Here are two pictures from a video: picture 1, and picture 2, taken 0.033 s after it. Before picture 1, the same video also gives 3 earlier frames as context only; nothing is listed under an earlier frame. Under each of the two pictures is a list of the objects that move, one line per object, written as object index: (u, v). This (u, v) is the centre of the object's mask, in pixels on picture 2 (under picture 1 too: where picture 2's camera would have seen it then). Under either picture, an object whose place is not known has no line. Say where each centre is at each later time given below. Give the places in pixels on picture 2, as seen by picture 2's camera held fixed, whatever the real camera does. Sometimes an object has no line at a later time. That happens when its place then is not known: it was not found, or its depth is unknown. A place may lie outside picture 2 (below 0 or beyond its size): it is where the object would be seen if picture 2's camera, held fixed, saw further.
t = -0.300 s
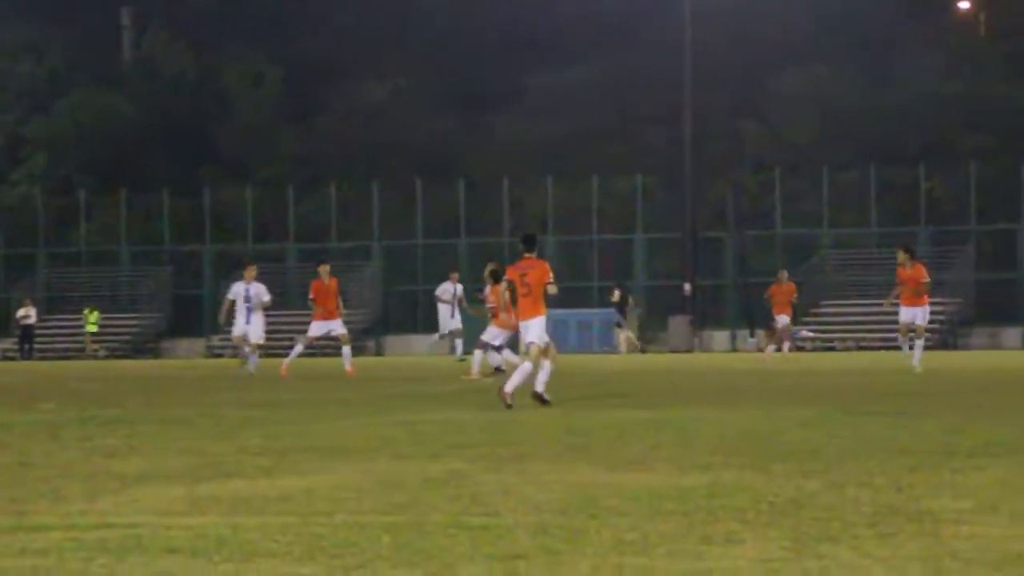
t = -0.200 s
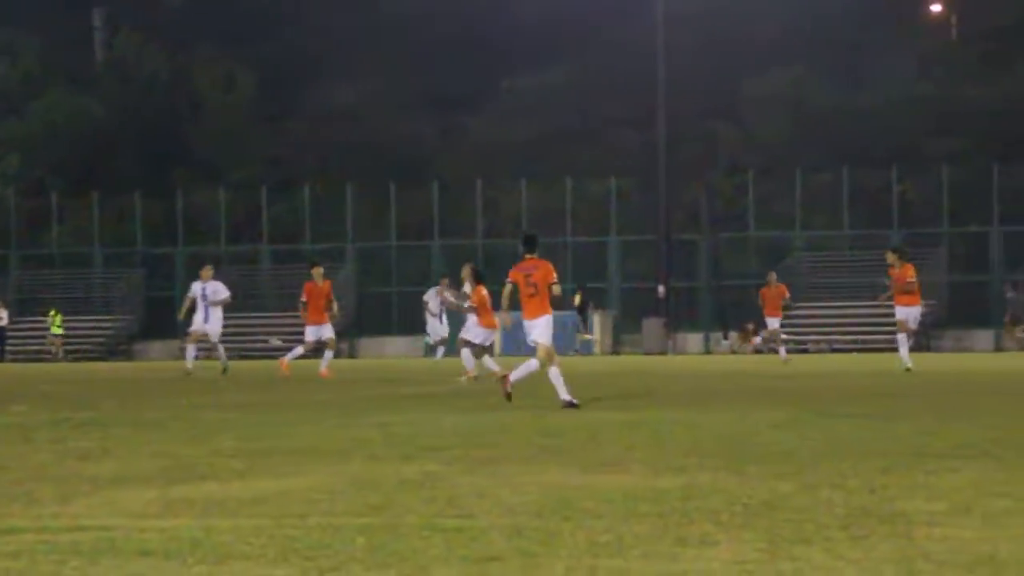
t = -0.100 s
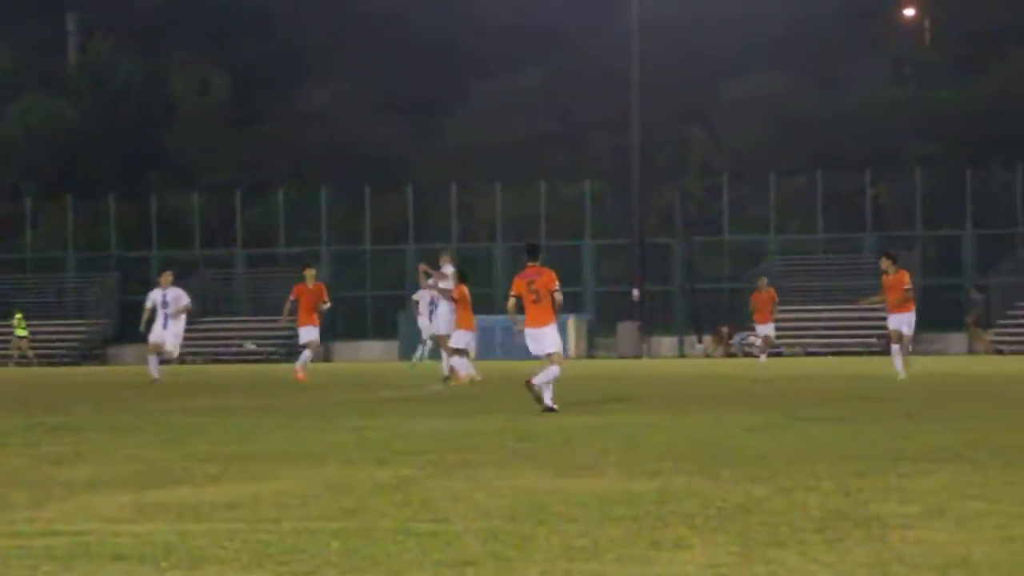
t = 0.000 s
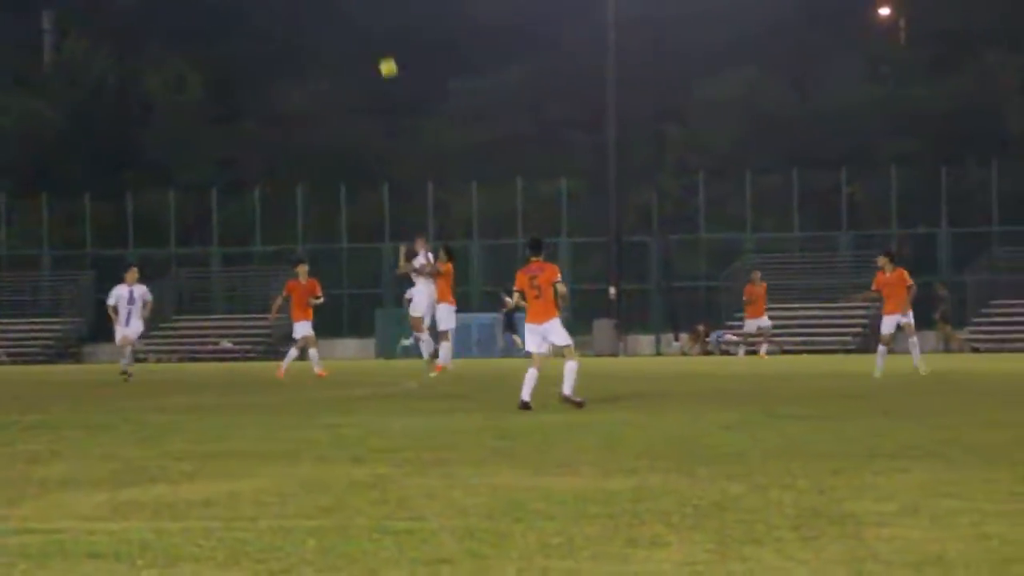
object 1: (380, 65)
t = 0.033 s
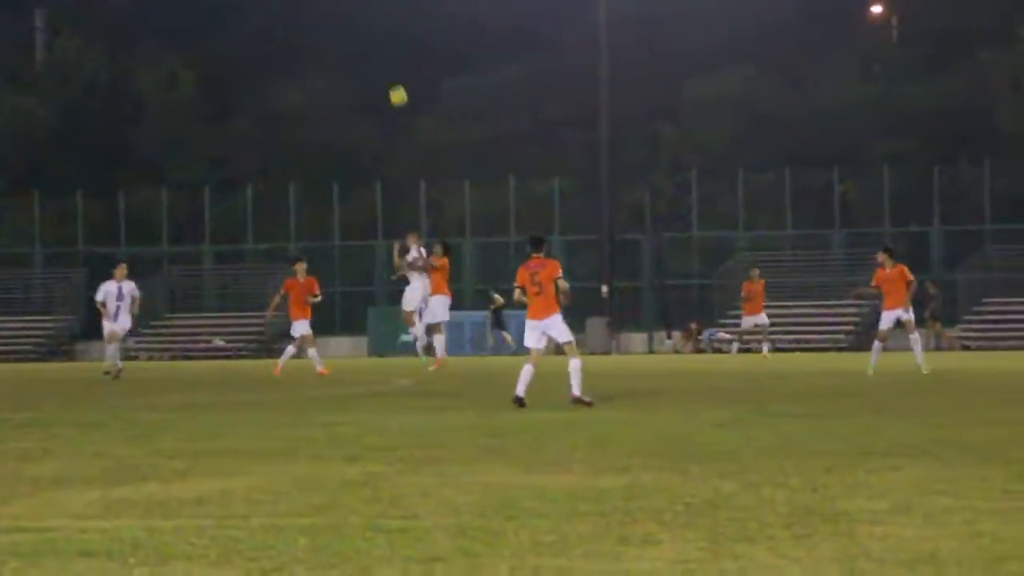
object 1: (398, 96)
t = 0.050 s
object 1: (407, 111)
